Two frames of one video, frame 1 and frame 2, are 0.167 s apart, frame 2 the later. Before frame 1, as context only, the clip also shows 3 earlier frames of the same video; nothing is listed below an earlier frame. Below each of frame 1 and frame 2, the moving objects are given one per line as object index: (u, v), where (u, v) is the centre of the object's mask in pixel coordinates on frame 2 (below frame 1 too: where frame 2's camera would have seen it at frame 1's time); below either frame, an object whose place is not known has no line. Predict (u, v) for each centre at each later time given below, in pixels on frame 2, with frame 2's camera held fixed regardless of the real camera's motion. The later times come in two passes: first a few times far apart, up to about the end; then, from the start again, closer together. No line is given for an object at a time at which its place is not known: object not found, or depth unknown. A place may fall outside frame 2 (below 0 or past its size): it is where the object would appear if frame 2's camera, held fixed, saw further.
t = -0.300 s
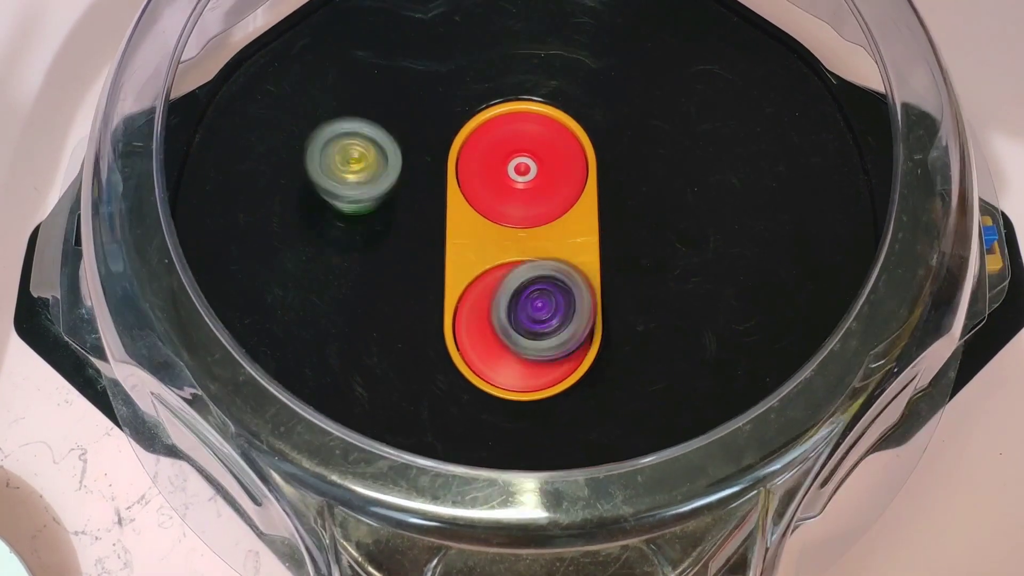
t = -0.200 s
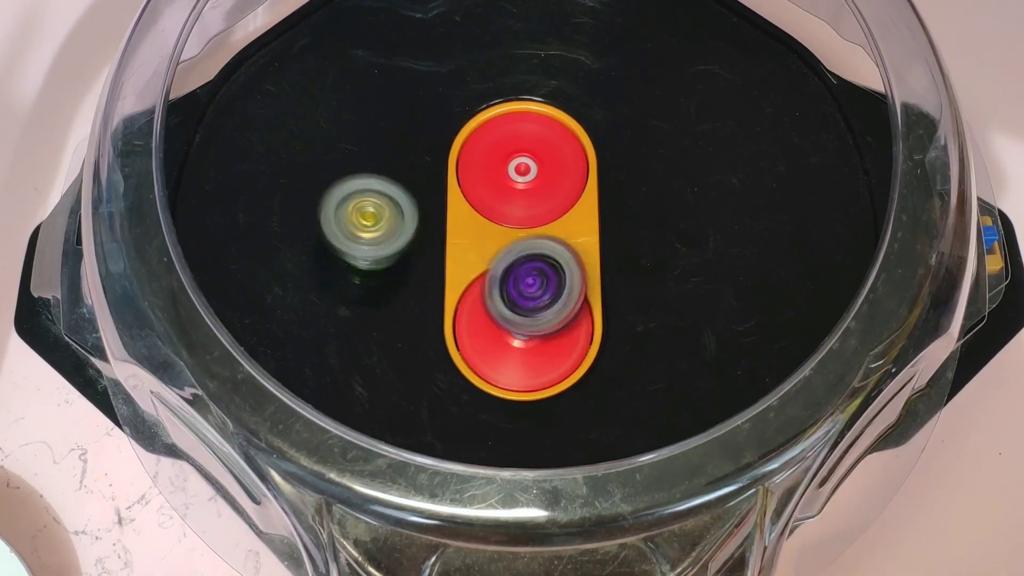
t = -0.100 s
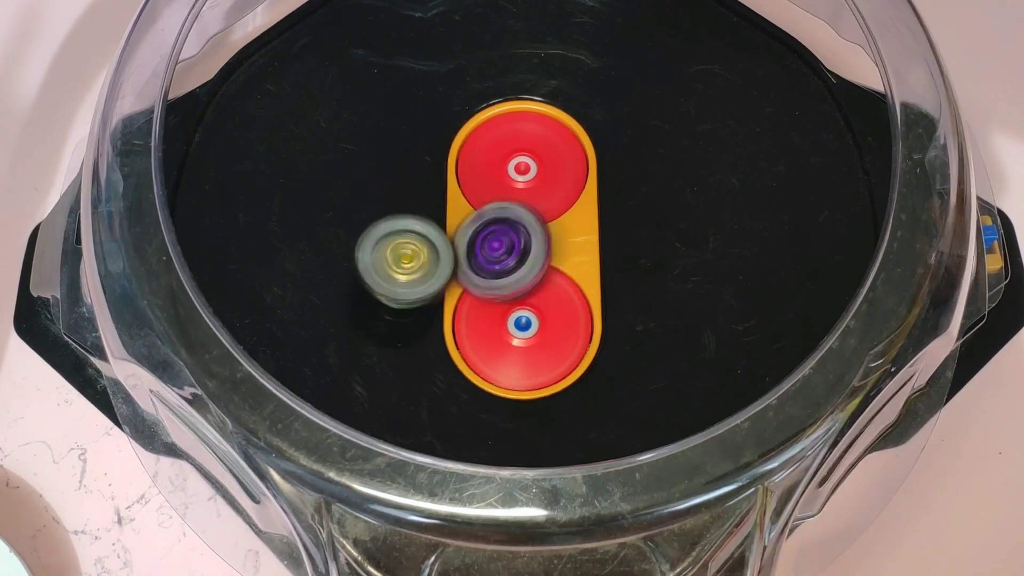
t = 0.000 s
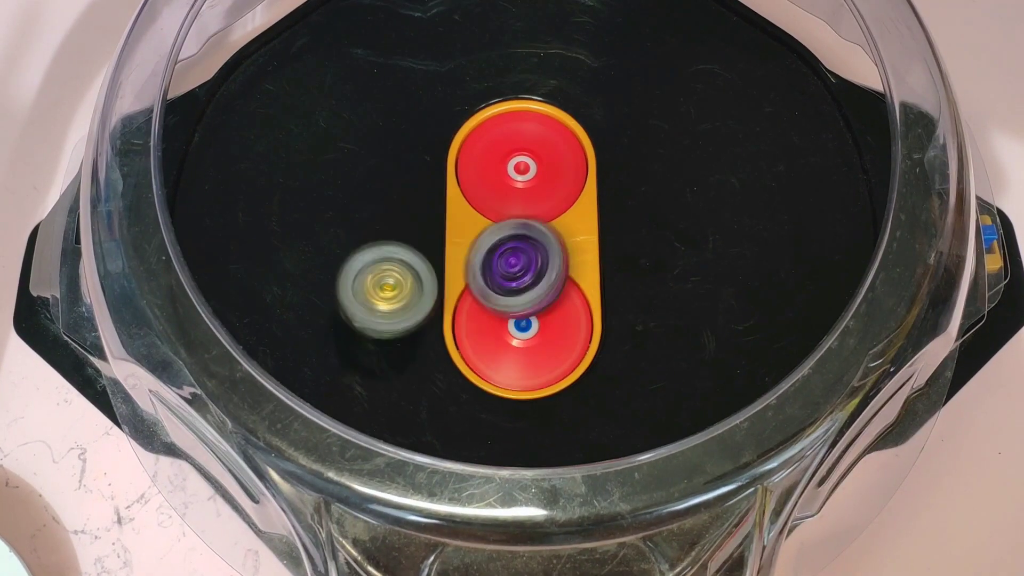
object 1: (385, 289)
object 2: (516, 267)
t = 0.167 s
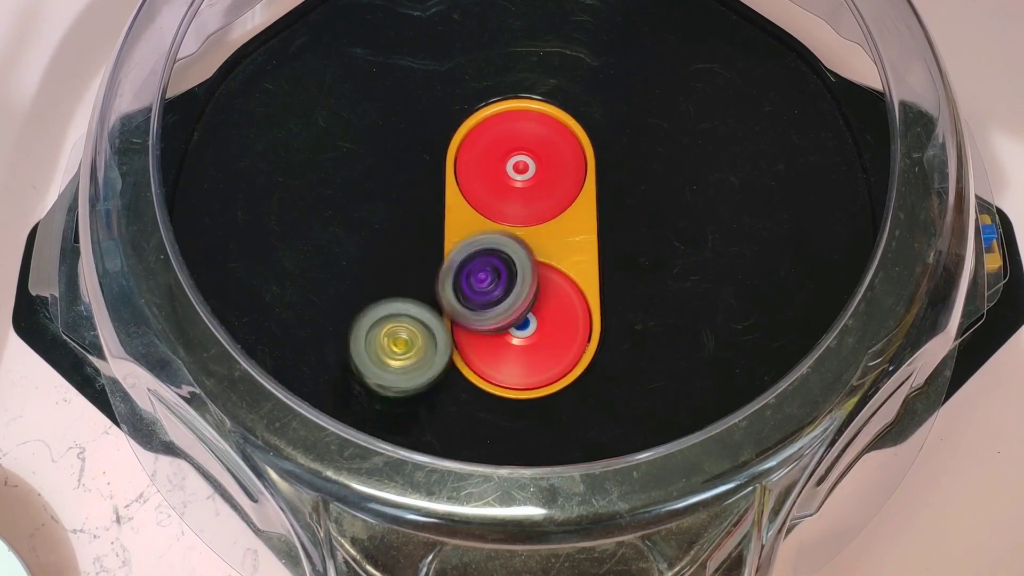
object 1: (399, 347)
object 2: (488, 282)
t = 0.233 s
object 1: (408, 373)
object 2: (473, 287)
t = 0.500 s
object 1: (539, 434)
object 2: (504, 337)
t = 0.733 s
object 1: (610, 377)
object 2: (577, 266)
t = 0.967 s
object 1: (504, 252)
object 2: (386, 194)
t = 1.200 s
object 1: (572, 358)
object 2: (287, 194)
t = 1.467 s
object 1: (602, 162)
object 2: (357, 226)
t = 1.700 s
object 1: (459, 116)
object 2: (483, 227)
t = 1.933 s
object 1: (485, 181)
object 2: (604, 187)
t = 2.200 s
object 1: (467, 148)
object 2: (599, 40)
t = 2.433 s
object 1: (497, 109)
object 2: (584, 24)
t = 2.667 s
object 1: (587, 125)
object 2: (591, 19)
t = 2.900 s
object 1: (498, 198)
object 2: (550, 41)
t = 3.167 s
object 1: (439, 144)
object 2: (557, 132)
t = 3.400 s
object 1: (474, 146)
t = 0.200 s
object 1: (401, 360)
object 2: (482, 283)
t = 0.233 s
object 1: (408, 373)
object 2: (473, 287)
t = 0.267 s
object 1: (420, 383)
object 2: (462, 292)
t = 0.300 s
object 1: (433, 397)
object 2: (461, 297)
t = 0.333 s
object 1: (451, 410)
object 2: (466, 303)
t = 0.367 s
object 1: (470, 417)
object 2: (471, 313)
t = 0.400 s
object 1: (488, 422)
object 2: (477, 323)
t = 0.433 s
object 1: (506, 428)
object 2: (482, 329)
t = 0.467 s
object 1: (523, 429)
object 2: (492, 337)
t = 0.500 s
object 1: (539, 434)
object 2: (504, 337)
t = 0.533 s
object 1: (556, 438)
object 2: (520, 332)
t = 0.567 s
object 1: (572, 438)
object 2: (541, 330)
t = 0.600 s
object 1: (586, 433)
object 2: (565, 327)
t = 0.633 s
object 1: (600, 425)
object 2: (584, 315)
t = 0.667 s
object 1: (610, 414)
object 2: (591, 300)
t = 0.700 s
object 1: (613, 399)
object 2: (589, 282)
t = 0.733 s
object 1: (610, 377)
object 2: (577, 266)
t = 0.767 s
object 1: (603, 352)
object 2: (557, 251)
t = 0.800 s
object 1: (594, 324)
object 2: (528, 239)
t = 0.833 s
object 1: (583, 295)
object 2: (496, 232)
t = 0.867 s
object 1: (568, 263)
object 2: (471, 225)
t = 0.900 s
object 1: (547, 243)
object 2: (442, 216)
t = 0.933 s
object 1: (521, 239)
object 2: (416, 206)
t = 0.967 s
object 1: (504, 252)
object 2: (386, 194)
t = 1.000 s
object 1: (482, 265)
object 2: (359, 185)
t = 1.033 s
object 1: (464, 283)
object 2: (338, 180)
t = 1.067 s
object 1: (462, 311)
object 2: (319, 180)
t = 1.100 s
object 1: (478, 341)
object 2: (305, 181)
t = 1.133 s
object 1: (503, 365)
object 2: (297, 185)
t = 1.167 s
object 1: (536, 370)
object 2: (290, 190)
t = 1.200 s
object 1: (572, 358)
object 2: (287, 194)
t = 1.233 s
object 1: (599, 337)
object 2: (287, 199)
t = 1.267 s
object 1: (614, 308)
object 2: (288, 203)
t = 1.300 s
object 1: (620, 279)
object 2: (293, 206)
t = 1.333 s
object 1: (622, 254)
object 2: (301, 210)
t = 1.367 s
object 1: (620, 231)
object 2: (312, 214)
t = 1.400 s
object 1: (616, 208)
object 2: (325, 218)
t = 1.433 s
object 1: (610, 184)
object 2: (341, 222)
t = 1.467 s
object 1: (602, 162)
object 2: (357, 226)
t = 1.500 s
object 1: (593, 143)
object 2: (375, 230)
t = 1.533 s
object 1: (579, 123)
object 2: (393, 231)
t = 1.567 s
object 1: (550, 106)
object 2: (413, 232)
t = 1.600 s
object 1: (524, 92)
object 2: (431, 232)
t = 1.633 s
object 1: (498, 88)
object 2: (449, 230)
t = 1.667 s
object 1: (476, 98)
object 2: (467, 230)
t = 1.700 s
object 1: (459, 116)
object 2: (483, 227)
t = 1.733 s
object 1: (447, 137)
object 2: (497, 222)
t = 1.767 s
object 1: (445, 145)
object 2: (518, 224)
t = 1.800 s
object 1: (443, 153)
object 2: (540, 225)
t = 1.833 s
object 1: (451, 163)
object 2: (560, 222)
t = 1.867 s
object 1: (460, 171)
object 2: (581, 213)
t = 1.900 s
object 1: (471, 176)
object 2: (599, 202)
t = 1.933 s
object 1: (485, 181)
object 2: (604, 187)
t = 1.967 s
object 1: (497, 179)
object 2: (610, 172)
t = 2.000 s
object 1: (507, 176)
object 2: (613, 154)
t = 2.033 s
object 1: (513, 171)
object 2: (617, 133)
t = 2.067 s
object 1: (514, 165)
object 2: (618, 109)
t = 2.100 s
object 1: (510, 160)
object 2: (616, 87)
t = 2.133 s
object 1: (500, 158)
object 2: (612, 67)
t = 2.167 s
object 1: (484, 155)
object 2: (606, 51)
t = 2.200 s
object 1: (467, 148)
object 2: (599, 40)
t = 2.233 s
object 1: (459, 137)
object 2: (591, 34)
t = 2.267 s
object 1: (465, 132)
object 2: (583, 31)
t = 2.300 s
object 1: (474, 123)
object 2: (575, 30)
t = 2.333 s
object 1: (484, 109)
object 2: (568, 31)
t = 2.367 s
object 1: (497, 96)
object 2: (562, 33)
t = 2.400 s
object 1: (497, 101)
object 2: (577, 30)
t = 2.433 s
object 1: (497, 109)
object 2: (584, 24)
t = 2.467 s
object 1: (500, 113)
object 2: (593, 22)
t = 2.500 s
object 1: (510, 115)
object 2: (599, 19)
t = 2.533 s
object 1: (522, 115)
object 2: (603, 18)
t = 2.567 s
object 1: (537, 116)
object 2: (604, 17)
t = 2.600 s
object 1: (556, 118)
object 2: (601, 17)
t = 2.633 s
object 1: (578, 121)
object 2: (598, 18)
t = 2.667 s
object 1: (587, 125)
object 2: (591, 19)
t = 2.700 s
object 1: (584, 131)
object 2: (584, 21)
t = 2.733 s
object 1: (576, 138)
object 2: (579, 23)
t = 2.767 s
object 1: (564, 146)
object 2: (572, 26)
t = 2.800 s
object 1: (551, 158)
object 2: (566, 29)
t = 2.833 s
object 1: (537, 172)
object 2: (561, 32)
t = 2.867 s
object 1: (517, 186)
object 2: (555, 36)
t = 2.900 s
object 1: (498, 198)
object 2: (550, 41)
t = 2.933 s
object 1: (487, 192)
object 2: (545, 47)
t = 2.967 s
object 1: (481, 186)
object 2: (540, 56)
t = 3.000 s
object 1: (479, 170)
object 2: (538, 67)
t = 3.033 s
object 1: (471, 154)
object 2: (535, 80)
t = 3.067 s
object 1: (451, 146)
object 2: (544, 90)
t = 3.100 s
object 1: (439, 142)
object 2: (552, 100)
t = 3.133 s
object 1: (438, 142)
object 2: (553, 116)
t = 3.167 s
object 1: (439, 144)
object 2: (557, 132)
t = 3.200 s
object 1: (445, 149)
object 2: (563, 152)
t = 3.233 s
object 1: (451, 155)
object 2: (567, 173)
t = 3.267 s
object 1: (458, 160)
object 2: (564, 188)
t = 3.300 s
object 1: (465, 167)
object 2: (561, 202)
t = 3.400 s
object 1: (474, 146)
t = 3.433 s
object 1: (476, 128)
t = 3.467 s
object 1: (478, 114)
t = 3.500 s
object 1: (484, 97)
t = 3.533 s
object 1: (492, 88)
